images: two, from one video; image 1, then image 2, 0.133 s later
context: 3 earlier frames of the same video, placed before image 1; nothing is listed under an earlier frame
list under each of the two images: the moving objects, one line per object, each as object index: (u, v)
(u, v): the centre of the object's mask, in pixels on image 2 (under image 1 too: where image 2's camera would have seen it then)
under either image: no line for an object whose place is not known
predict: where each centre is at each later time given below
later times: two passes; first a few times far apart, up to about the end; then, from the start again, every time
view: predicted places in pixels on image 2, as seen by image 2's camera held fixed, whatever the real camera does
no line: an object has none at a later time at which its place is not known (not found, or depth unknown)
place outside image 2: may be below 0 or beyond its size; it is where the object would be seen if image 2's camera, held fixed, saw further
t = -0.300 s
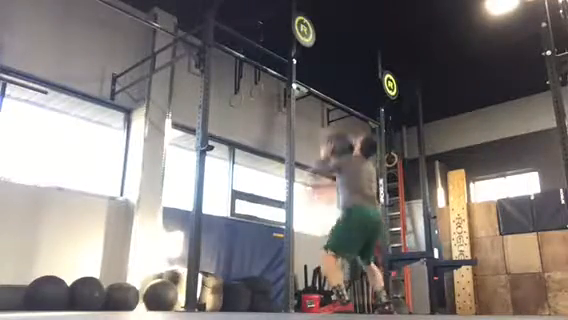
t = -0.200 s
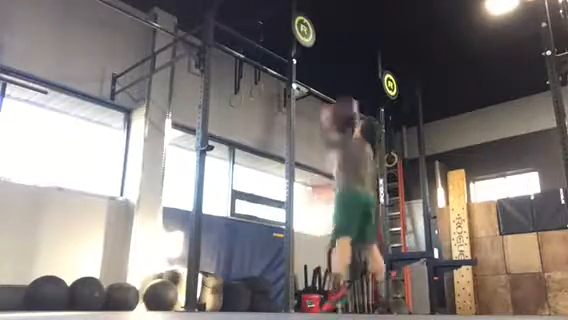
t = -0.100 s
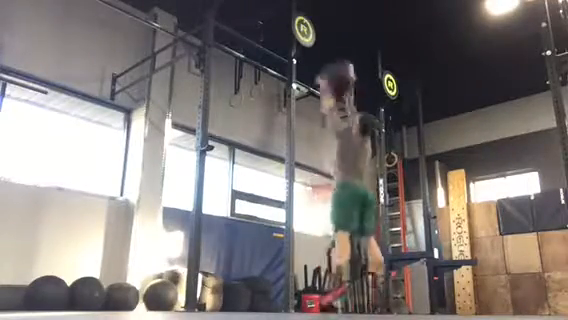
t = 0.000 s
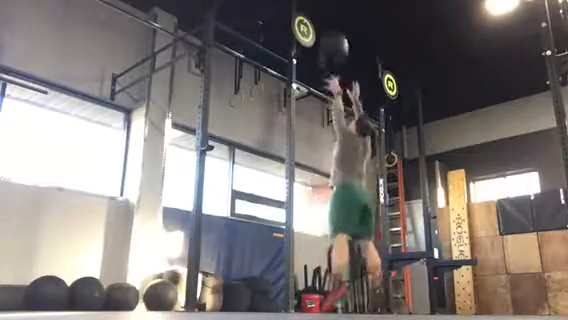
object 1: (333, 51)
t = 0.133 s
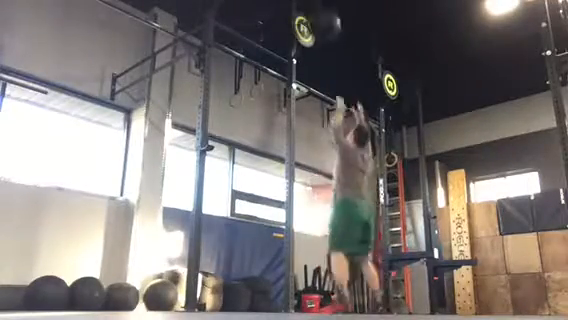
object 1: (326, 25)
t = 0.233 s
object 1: (321, 18)
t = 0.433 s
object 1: (319, 22)
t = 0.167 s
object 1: (325, 23)
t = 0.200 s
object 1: (322, 19)
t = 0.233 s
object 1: (321, 18)
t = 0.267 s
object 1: (319, 17)
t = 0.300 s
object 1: (318, 17)
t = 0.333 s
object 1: (317, 18)
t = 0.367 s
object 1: (317, 19)
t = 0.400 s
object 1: (318, 19)
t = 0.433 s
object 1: (319, 22)
